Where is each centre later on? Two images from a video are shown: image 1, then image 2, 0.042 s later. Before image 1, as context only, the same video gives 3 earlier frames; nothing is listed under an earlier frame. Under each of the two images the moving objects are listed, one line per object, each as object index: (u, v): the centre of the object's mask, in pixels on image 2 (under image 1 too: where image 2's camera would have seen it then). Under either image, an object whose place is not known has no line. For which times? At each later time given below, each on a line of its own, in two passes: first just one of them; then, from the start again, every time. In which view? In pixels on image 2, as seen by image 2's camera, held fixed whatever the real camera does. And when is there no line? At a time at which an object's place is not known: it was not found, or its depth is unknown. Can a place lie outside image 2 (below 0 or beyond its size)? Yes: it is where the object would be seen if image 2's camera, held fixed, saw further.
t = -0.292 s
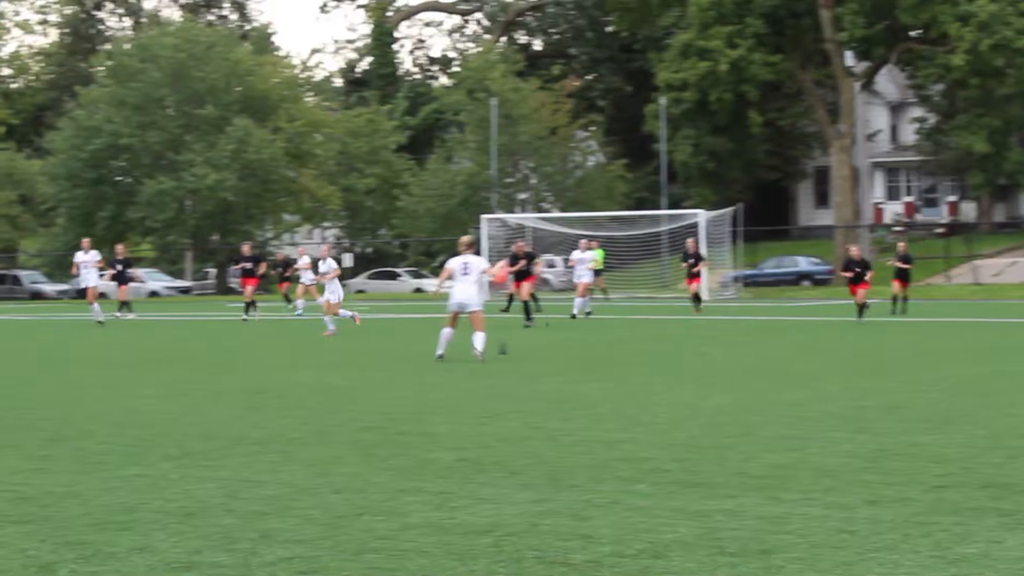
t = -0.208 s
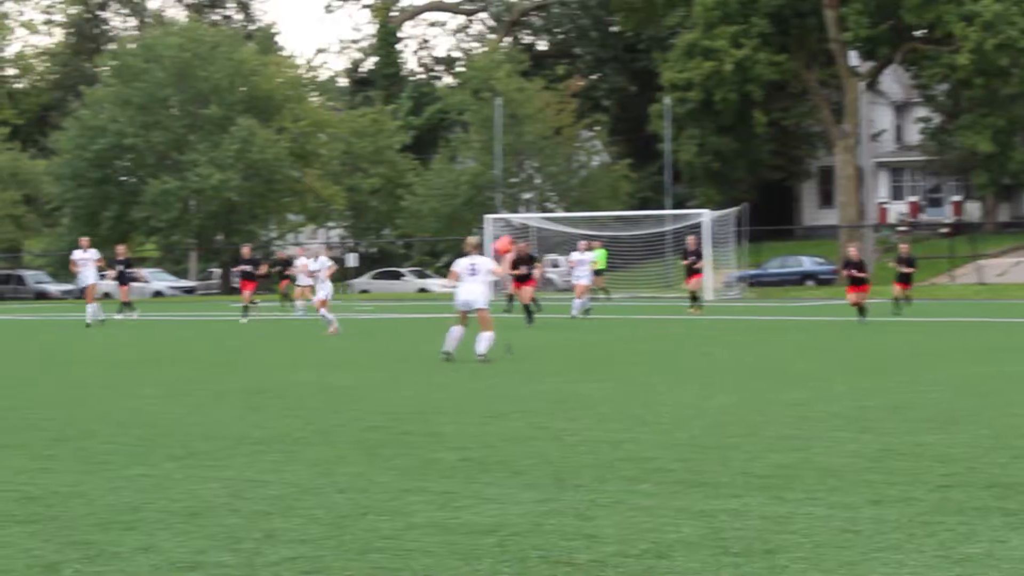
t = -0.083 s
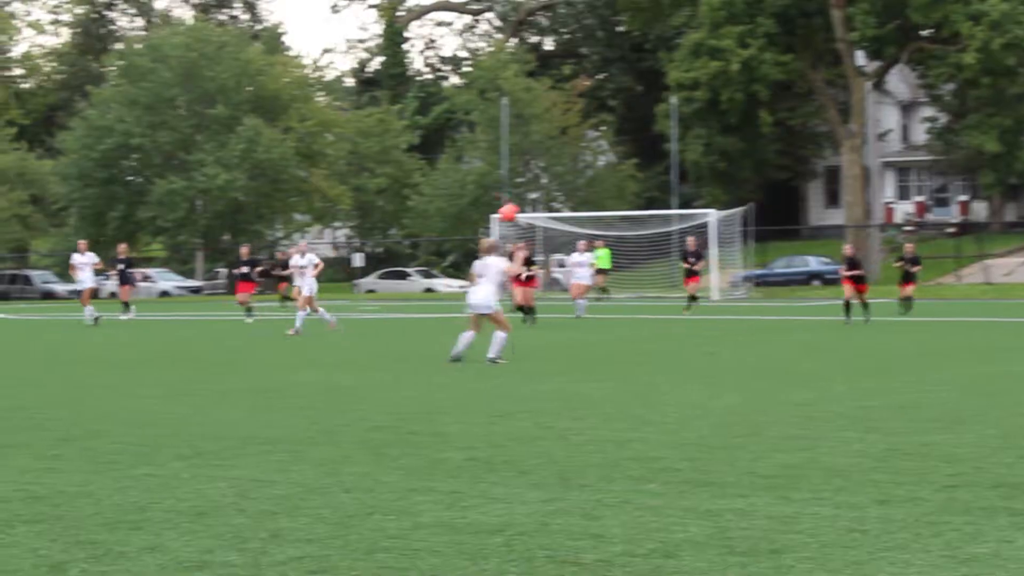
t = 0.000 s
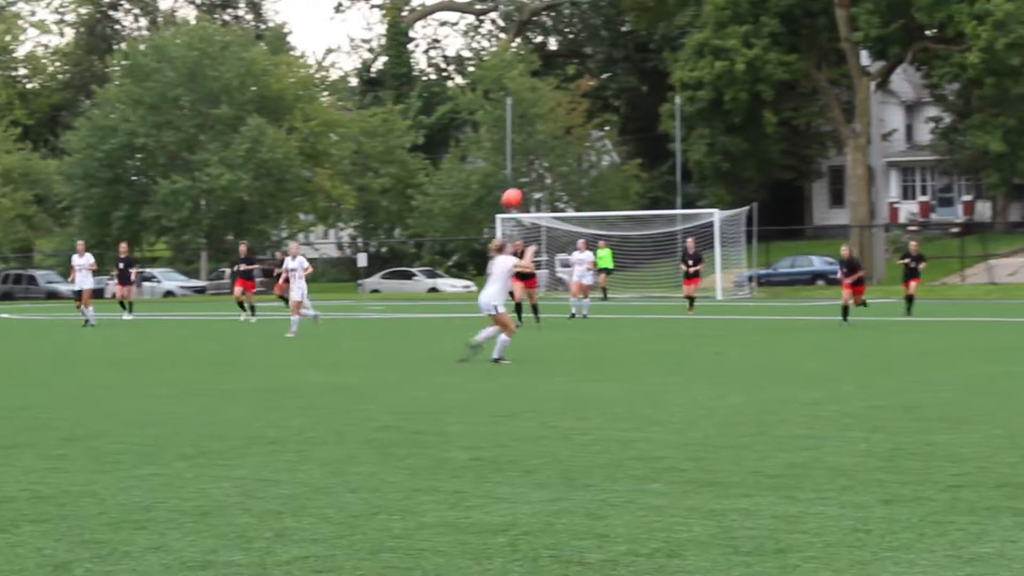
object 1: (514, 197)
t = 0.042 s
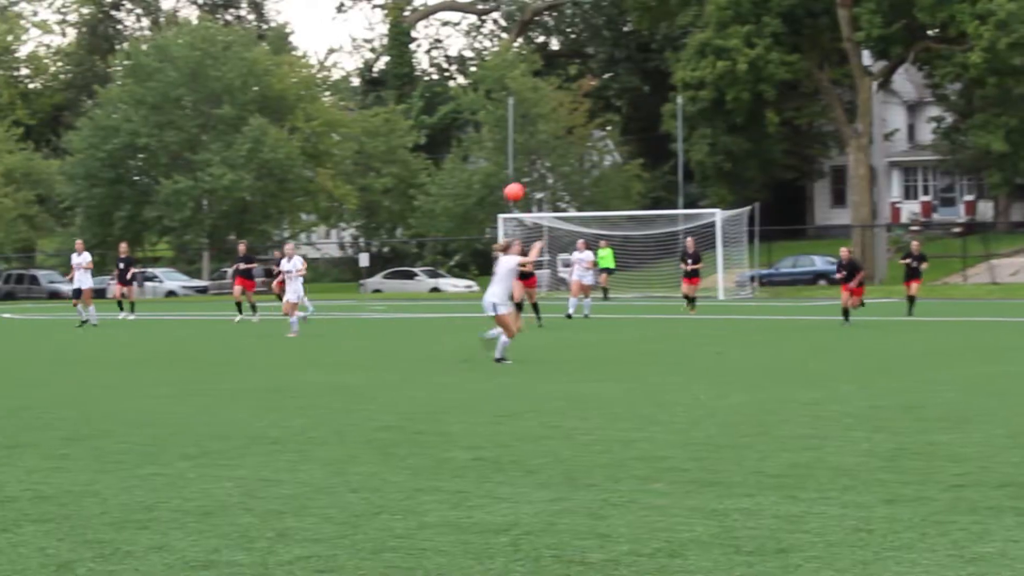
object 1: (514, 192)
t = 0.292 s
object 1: (515, 190)
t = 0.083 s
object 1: (514, 188)
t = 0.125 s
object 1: (514, 186)
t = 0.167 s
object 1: (514, 185)
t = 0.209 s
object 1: (514, 185)
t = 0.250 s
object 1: (514, 187)
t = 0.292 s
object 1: (515, 190)
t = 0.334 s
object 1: (515, 195)
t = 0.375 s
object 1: (516, 202)
